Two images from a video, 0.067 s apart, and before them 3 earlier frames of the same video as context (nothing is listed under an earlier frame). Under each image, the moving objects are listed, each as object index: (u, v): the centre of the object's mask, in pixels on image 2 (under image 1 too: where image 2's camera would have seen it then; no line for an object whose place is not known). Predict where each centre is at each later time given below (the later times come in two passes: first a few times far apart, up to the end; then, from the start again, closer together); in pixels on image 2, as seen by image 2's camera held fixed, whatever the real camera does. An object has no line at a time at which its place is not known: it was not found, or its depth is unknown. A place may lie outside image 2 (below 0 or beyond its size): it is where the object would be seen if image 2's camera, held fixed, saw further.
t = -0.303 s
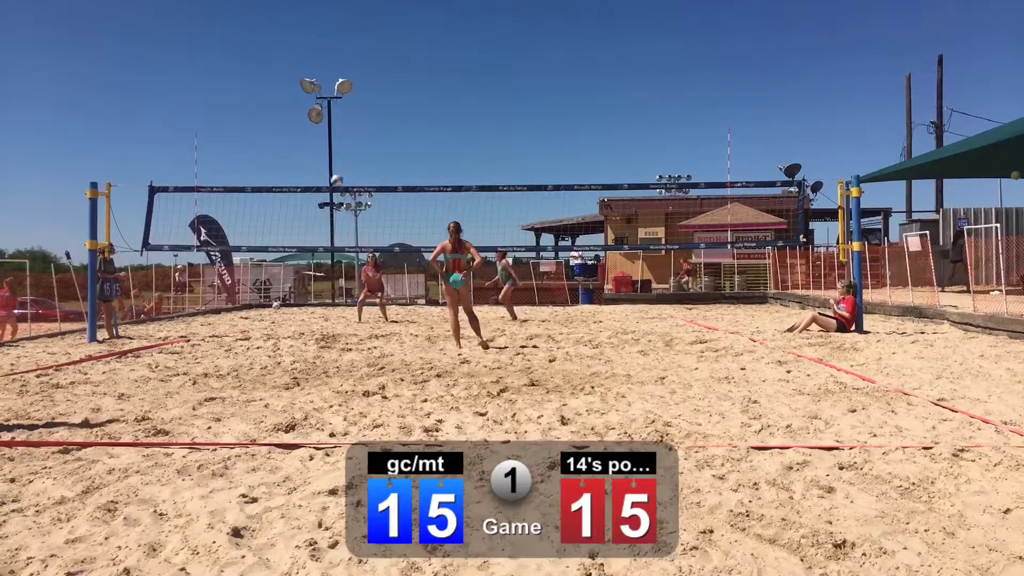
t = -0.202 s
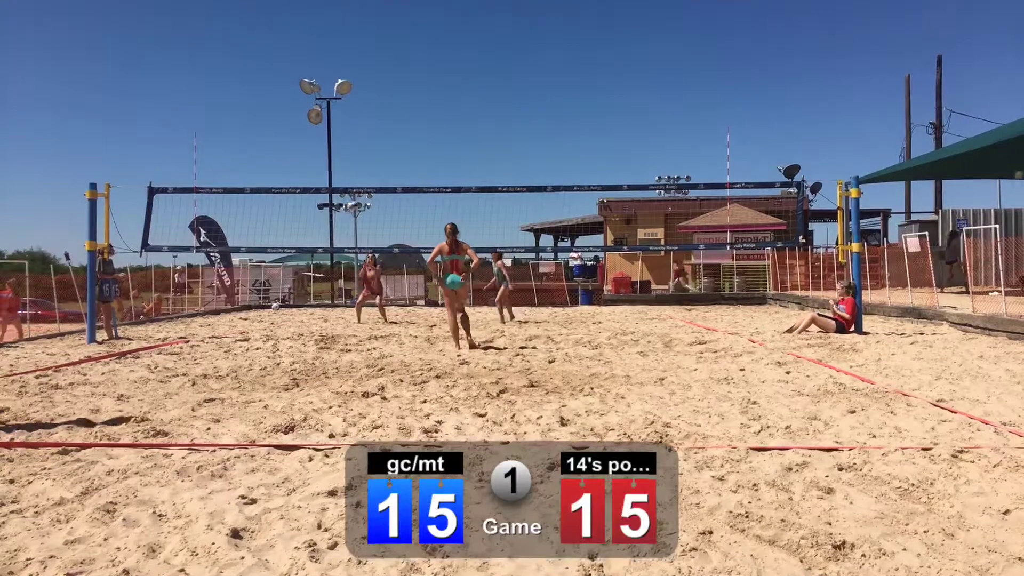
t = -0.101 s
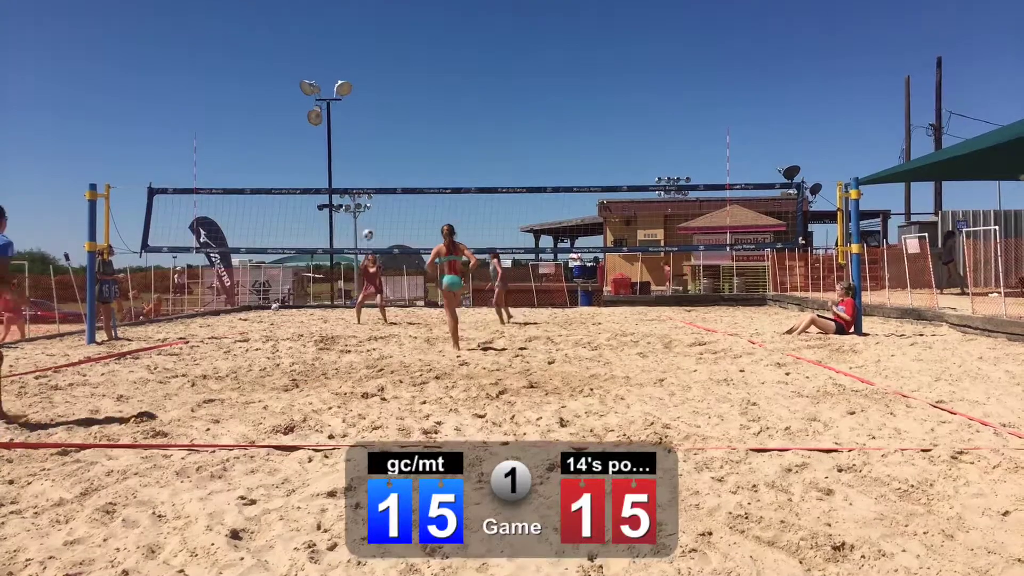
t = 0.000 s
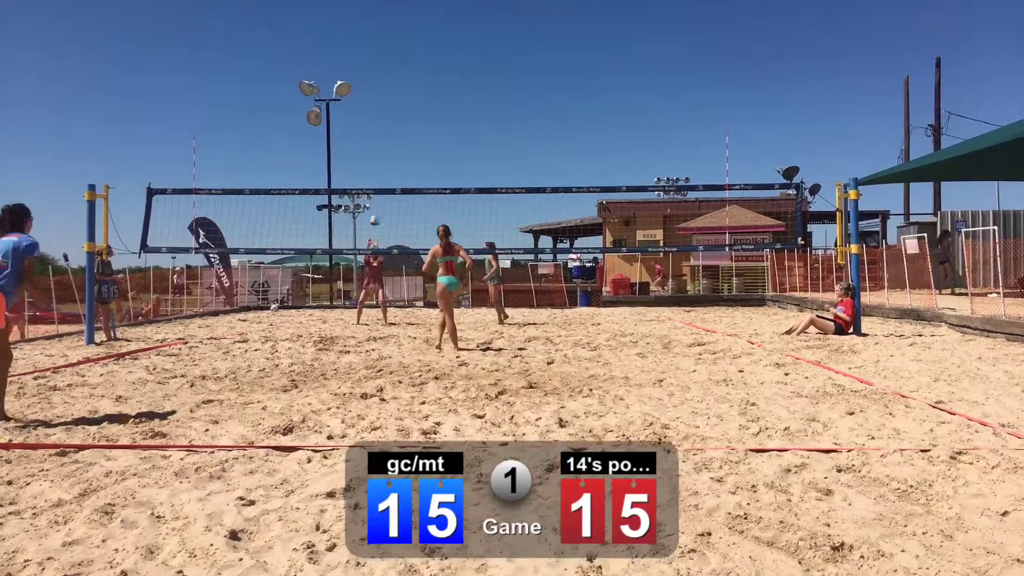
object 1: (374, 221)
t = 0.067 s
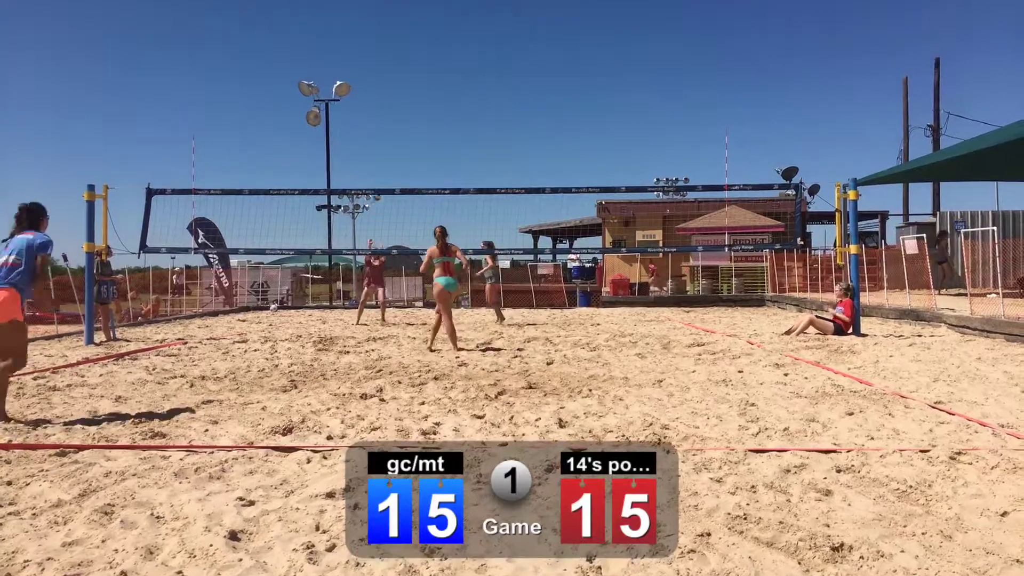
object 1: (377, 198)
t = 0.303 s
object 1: (381, 127)
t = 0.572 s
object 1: (387, 83)
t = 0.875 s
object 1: (397, 72)
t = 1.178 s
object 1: (406, 105)
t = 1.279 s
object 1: (410, 126)
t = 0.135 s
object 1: (377, 174)
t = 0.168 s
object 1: (378, 163)
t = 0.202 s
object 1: (378, 154)
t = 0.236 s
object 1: (379, 144)
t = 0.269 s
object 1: (380, 135)
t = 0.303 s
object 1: (381, 127)
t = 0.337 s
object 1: (381, 120)
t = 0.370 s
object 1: (382, 113)
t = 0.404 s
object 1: (383, 106)
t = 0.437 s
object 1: (384, 100)
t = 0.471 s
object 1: (385, 94)
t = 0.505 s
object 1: (386, 91)
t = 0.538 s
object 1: (387, 86)
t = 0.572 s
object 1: (387, 83)
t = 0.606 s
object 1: (388, 79)
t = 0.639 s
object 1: (389, 76)
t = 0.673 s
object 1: (390, 74)
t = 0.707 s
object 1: (391, 72)
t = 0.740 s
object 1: (393, 71)
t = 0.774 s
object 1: (394, 70)
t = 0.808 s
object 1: (394, 70)
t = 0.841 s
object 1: (396, 71)
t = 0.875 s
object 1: (397, 72)
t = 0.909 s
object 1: (398, 73)
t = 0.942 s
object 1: (399, 75)
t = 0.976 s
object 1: (400, 77)
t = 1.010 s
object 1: (401, 80)
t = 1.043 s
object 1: (402, 84)
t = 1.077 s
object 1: (403, 89)
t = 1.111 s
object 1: (404, 94)
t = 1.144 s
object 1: (405, 99)
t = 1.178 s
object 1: (406, 105)
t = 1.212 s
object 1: (408, 111)
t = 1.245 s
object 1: (409, 118)
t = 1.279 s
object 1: (410, 126)
